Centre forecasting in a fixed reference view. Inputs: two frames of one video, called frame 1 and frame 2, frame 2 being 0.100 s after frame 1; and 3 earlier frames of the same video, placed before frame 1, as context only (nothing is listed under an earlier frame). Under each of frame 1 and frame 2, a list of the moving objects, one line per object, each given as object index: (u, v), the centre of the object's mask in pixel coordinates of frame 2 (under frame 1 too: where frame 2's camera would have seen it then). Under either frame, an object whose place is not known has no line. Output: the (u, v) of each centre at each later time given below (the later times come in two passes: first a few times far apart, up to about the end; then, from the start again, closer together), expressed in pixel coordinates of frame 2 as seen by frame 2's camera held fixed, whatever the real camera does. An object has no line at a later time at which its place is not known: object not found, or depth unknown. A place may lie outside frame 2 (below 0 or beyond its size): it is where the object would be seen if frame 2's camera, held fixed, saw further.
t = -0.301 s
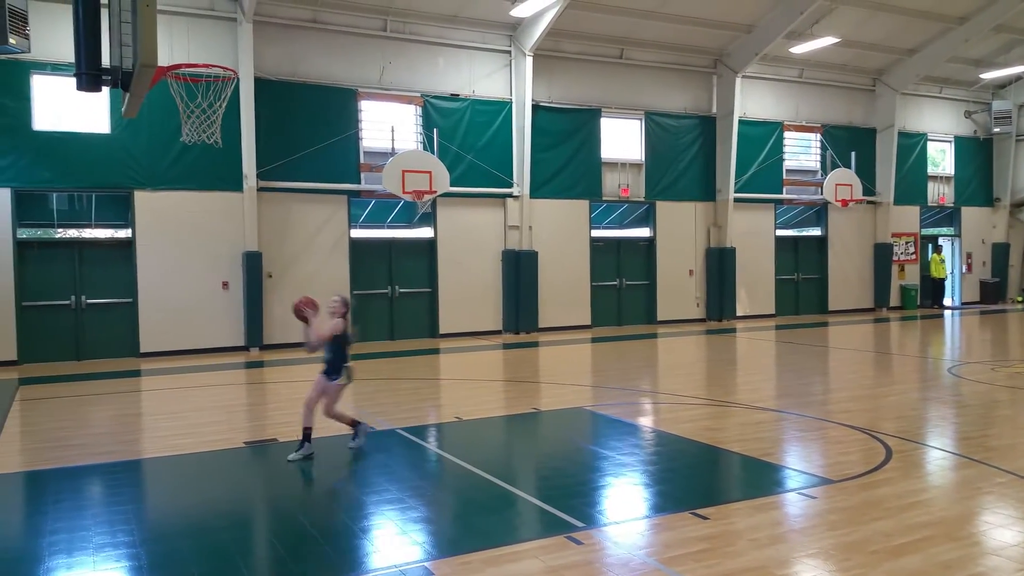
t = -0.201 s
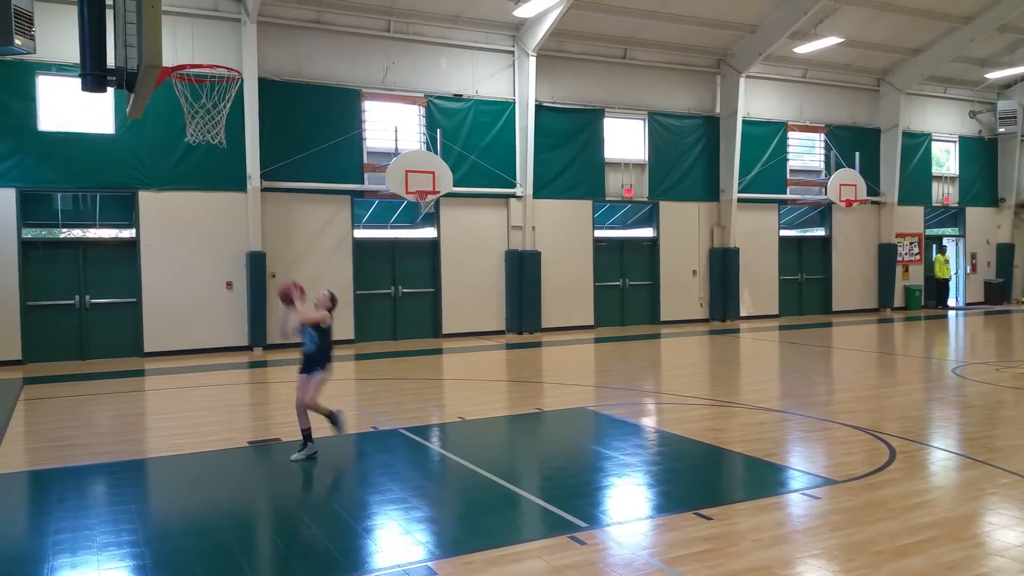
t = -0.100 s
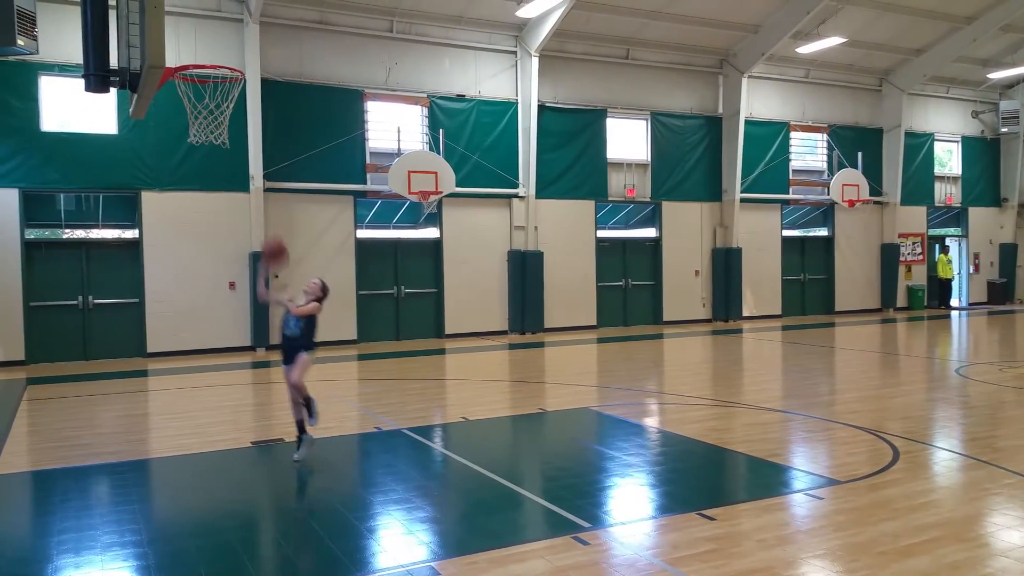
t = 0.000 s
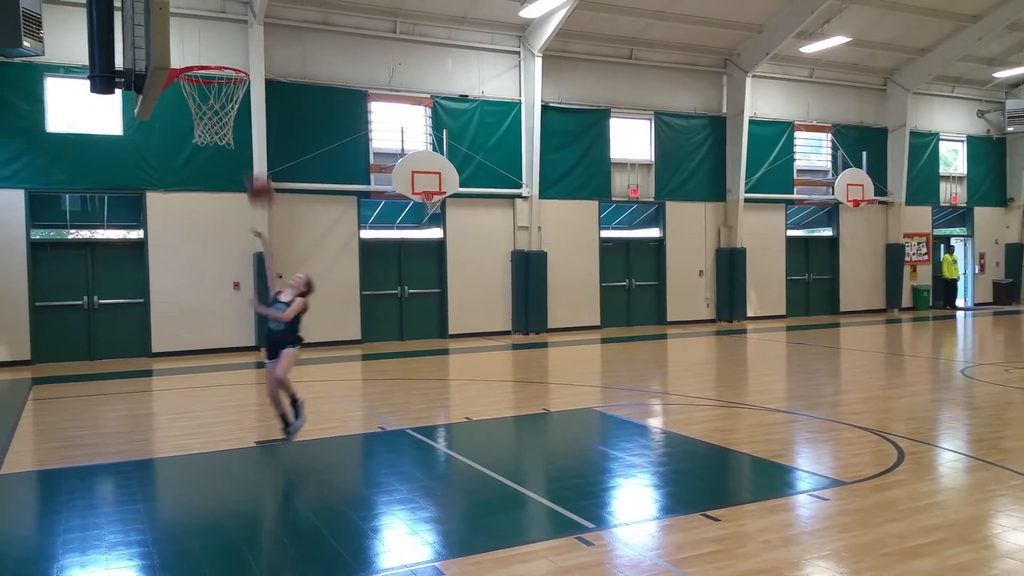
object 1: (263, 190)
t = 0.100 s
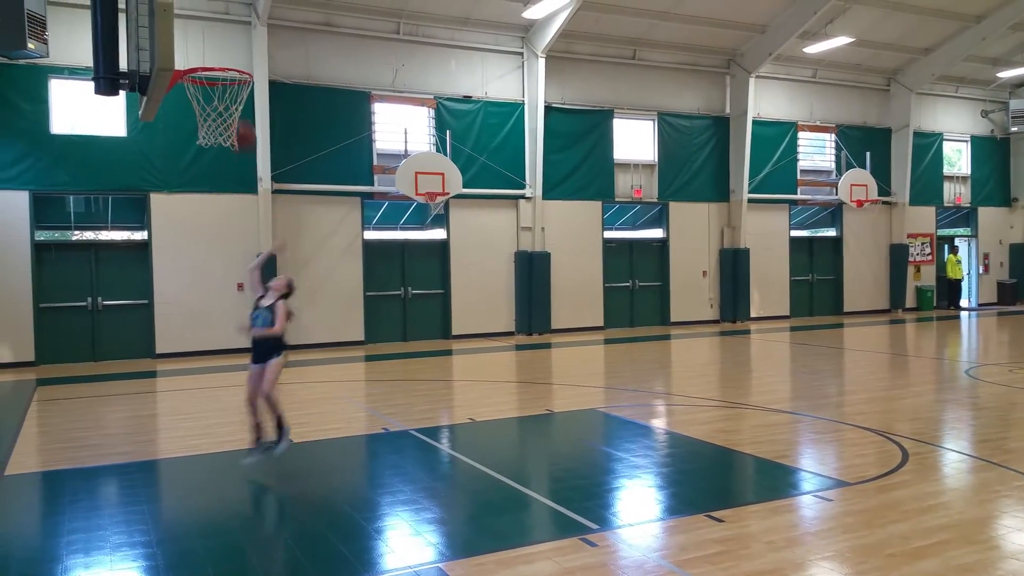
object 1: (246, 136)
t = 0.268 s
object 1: (202, 57)
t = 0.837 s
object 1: (246, 55)
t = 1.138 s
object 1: (254, 56)
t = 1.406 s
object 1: (268, 107)
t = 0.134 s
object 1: (245, 121)
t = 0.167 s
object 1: (227, 98)
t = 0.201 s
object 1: (218, 88)
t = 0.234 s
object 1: (210, 70)
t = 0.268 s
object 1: (202, 57)
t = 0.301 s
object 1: (194, 48)
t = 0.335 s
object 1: (187, 38)
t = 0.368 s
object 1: (182, 29)
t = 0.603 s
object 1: (219, 34)
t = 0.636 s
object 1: (228, 41)
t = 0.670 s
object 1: (235, 50)
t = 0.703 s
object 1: (243, 59)
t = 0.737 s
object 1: (245, 61)
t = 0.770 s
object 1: (245, 58)
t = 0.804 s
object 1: (246, 56)
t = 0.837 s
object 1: (246, 55)
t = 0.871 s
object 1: (247, 55)
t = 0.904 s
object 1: (247, 56)
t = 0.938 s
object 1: (248, 58)
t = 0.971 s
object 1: (248, 57)
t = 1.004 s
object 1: (249, 56)
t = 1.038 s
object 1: (250, 56)
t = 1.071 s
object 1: (251, 56)
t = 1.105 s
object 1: (252, 56)
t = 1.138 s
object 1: (254, 56)
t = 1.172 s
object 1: (255, 58)
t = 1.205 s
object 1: (256, 60)
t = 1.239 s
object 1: (258, 64)
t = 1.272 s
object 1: (260, 69)
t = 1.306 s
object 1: (262, 77)
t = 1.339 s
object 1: (264, 86)
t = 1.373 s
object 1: (266, 96)
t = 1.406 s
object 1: (268, 107)
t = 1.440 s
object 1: (270, 121)
